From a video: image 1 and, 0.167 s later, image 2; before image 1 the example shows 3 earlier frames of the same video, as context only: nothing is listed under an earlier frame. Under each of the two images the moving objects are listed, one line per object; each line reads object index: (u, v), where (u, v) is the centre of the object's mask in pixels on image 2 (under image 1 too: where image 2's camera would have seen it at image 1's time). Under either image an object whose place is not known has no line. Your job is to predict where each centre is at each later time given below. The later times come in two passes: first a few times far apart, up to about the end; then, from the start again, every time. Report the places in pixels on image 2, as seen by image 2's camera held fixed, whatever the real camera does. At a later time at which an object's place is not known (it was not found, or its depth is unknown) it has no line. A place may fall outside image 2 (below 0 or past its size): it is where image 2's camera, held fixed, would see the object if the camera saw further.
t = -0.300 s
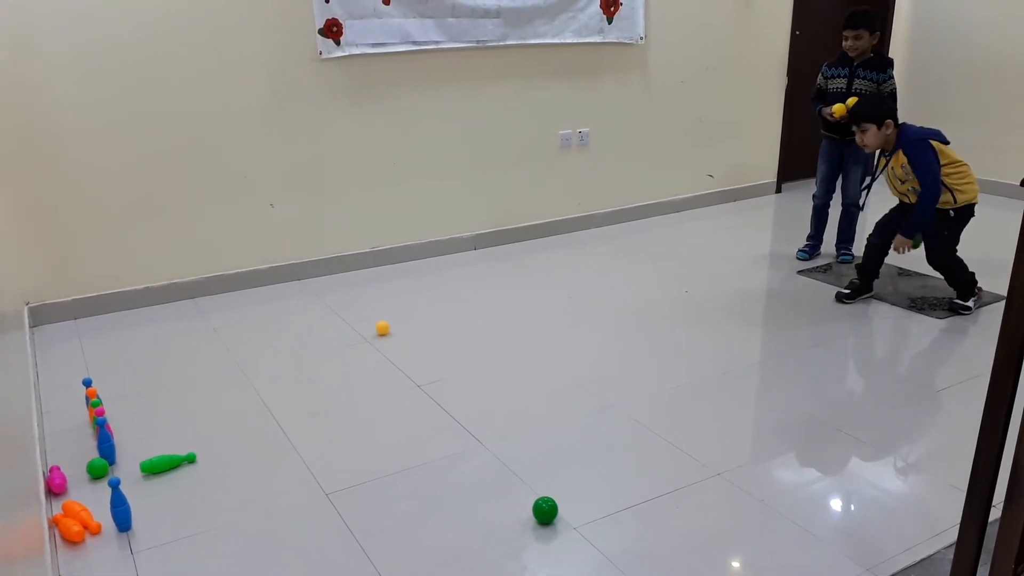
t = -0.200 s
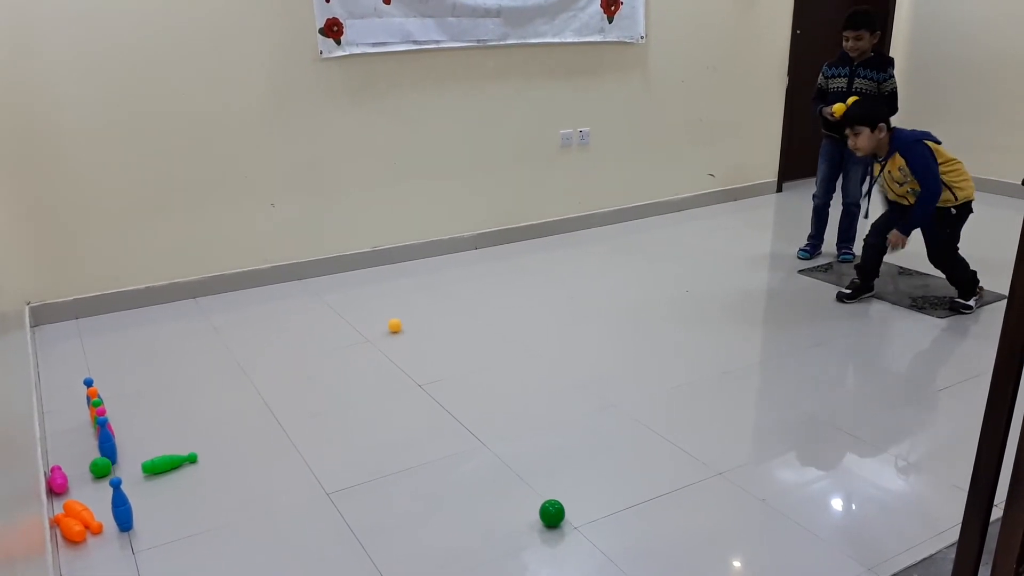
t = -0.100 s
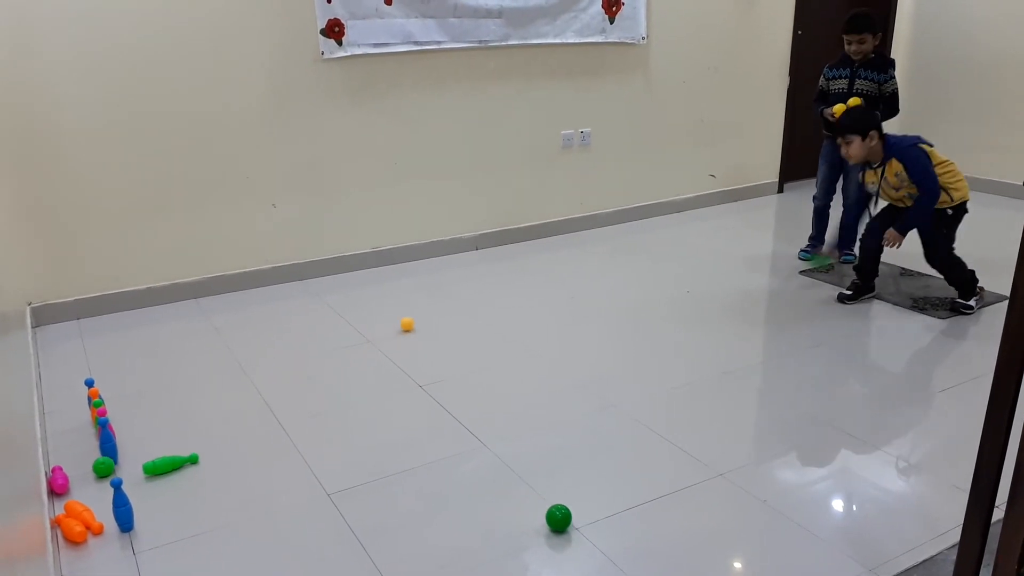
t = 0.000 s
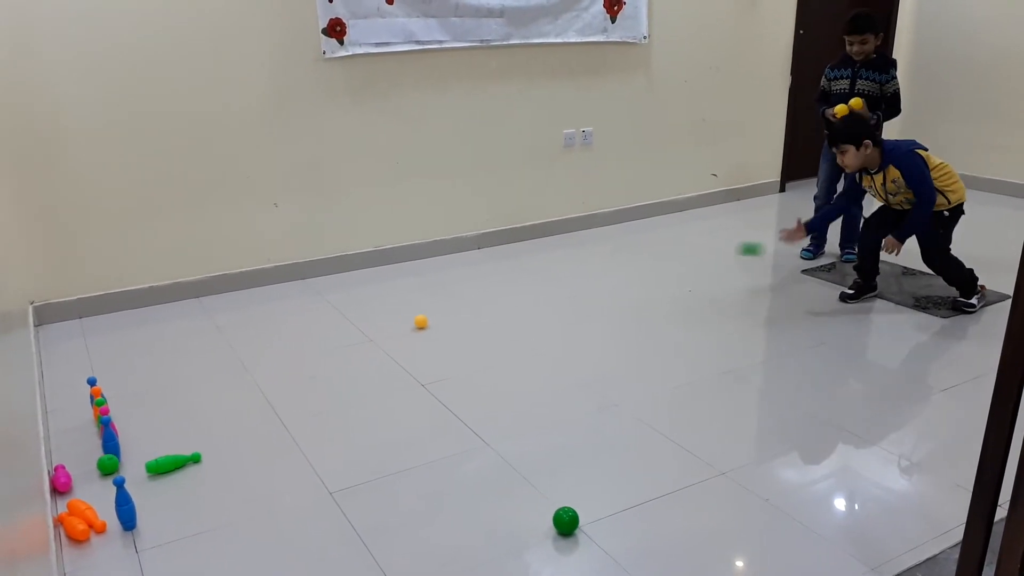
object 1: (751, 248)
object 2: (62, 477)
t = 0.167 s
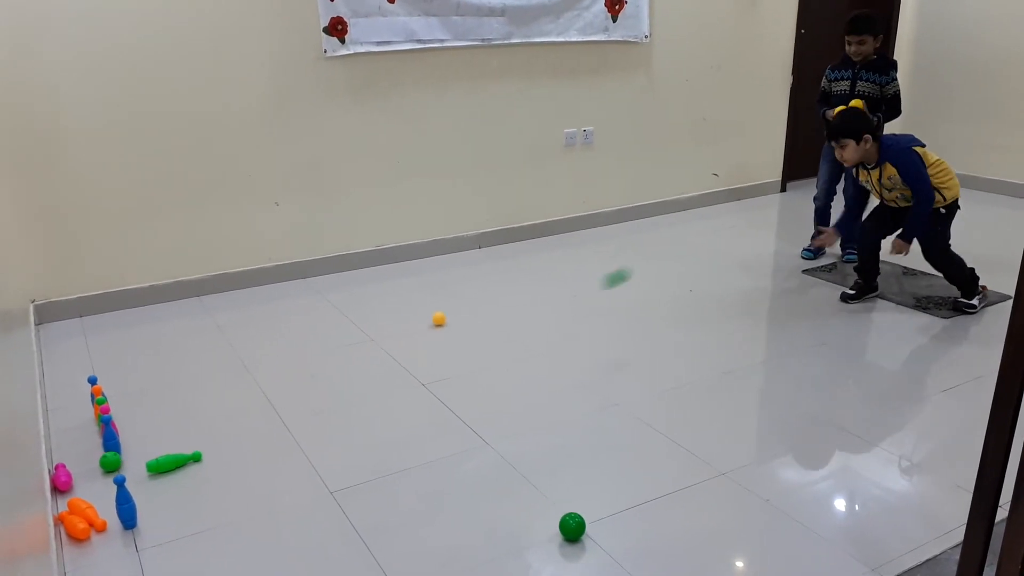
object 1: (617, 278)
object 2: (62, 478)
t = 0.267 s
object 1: (530, 327)
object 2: (62, 478)
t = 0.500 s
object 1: (381, 360)
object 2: (62, 478)
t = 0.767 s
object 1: (219, 419)
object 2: (62, 478)
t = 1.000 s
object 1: (68, 481)
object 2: (68, 465)
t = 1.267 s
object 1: (164, 483)
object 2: (81, 470)
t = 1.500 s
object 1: (174, 492)
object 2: (81, 471)
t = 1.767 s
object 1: (184, 514)
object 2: (82, 471)
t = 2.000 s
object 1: (192, 528)
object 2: (82, 471)
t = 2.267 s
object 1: (197, 546)
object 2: (82, 469)
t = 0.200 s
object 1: (588, 292)
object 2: (62, 478)
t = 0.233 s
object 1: (560, 308)
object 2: (62, 478)
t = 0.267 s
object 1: (530, 327)
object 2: (62, 478)
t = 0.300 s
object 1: (500, 351)
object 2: (62, 478)
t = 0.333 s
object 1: (472, 368)
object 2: (62, 478)
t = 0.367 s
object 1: (455, 362)
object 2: (62, 478)
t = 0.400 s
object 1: (437, 357)
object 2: (63, 478)
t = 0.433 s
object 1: (419, 355)
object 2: (62, 478)
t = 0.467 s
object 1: (399, 356)
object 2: (62, 478)
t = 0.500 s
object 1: (381, 360)
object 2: (62, 478)
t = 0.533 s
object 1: (362, 367)
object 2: (62, 478)
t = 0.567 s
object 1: (343, 377)
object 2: (62, 478)
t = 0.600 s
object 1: (324, 392)
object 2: (62, 478)
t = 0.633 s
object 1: (305, 408)
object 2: (62, 479)
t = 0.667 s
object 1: (284, 422)
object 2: (62, 478)
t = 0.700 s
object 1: (262, 418)
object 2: (62, 478)
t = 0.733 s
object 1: (241, 417)
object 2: (62, 478)
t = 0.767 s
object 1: (219, 419)
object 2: (62, 478)
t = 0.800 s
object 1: (197, 425)
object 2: (62, 478)
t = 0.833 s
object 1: (176, 433)
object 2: (62, 478)
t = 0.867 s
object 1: (154, 446)
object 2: (62, 478)
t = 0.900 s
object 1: (133, 457)
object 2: (62, 478)
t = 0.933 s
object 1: (103, 475)
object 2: (63, 478)
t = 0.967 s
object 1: (82, 483)
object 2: (62, 478)
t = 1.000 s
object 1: (68, 481)
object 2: (68, 465)
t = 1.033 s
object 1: (79, 471)
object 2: (65, 482)
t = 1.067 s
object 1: (91, 463)
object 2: (69, 477)
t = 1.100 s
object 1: (102, 459)
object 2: (73, 474)
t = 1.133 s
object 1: (115, 462)
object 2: (78, 471)
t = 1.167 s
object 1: (128, 463)
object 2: (80, 470)
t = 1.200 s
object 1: (142, 470)
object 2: (80, 470)
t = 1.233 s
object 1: (156, 481)
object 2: (80, 469)
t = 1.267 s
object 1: (164, 483)
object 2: (81, 470)
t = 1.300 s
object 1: (164, 479)
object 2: (81, 470)
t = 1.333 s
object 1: (164, 476)
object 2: (81, 470)
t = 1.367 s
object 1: (165, 477)
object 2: (81, 470)
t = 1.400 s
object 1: (167, 480)
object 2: (81, 471)
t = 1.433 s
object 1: (170, 487)
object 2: (81, 470)
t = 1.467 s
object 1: (173, 496)
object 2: (81, 471)
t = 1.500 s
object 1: (174, 492)
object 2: (81, 471)
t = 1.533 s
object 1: (175, 490)
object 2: (82, 470)
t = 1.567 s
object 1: (176, 492)
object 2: (81, 470)
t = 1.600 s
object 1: (178, 498)
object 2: (81, 471)
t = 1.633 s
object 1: (181, 505)
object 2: (82, 471)
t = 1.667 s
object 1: (181, 503)
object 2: (82, 470)
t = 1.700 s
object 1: (181, 504)
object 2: (82, 471)
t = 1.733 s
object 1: (182, 508)
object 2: (81, 471)
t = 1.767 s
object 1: (184, 514)
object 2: (82, 471)
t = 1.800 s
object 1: (185, 512)
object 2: (82, 471)
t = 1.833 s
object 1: (186, 514)
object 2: (82, 471)
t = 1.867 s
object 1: (187, 520)
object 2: (82, 471)
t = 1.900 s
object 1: (188, 520)
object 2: (82, 471)
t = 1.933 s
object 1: (190, 522)
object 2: (82, 471)
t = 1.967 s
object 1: (191, 526)
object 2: (82, 471)
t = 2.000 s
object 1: (192, 528)
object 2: (82, 471)
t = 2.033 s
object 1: (194, 531)
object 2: (83, 471)
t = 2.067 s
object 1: (194, 533)
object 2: (83, 471)
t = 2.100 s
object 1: (194, 536)
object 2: (82, 471)
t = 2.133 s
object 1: (194, 540)
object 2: (82, 472)
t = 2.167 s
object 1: (195, 542)
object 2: (81, 472)
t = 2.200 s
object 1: (196, 543)
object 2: (82, 471)
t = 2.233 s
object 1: (196, 544)
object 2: (82, 470)
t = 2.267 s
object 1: (197, 546)
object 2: (82, 469)
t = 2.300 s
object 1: (197, 548)
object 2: (82, 469)
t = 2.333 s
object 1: (198, 551)
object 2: (81, 469)
